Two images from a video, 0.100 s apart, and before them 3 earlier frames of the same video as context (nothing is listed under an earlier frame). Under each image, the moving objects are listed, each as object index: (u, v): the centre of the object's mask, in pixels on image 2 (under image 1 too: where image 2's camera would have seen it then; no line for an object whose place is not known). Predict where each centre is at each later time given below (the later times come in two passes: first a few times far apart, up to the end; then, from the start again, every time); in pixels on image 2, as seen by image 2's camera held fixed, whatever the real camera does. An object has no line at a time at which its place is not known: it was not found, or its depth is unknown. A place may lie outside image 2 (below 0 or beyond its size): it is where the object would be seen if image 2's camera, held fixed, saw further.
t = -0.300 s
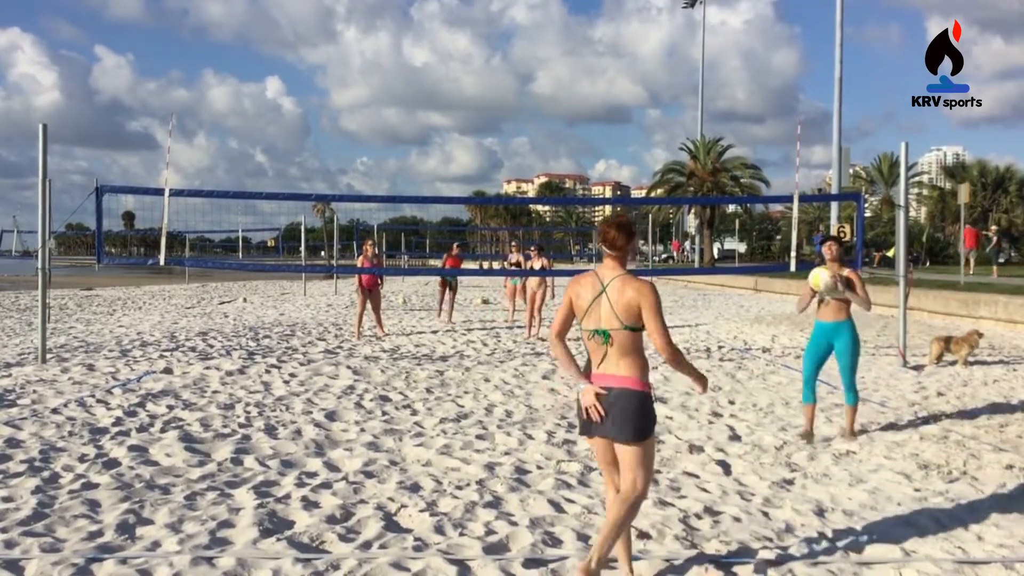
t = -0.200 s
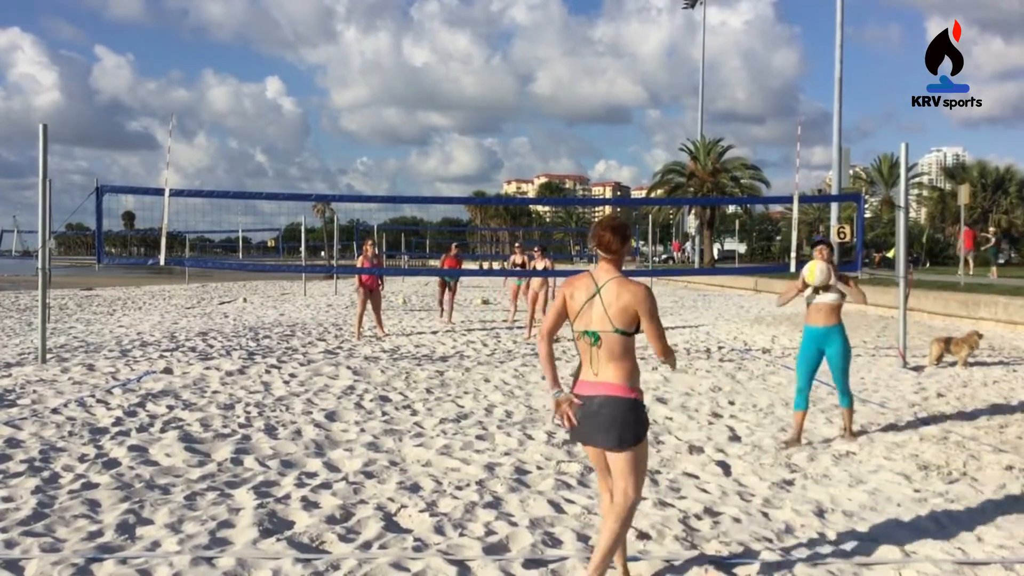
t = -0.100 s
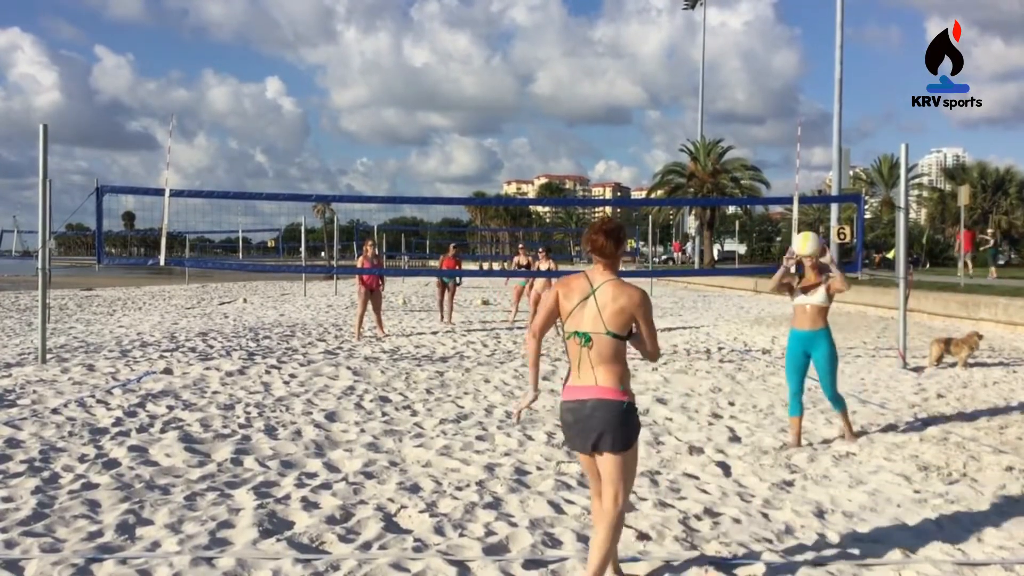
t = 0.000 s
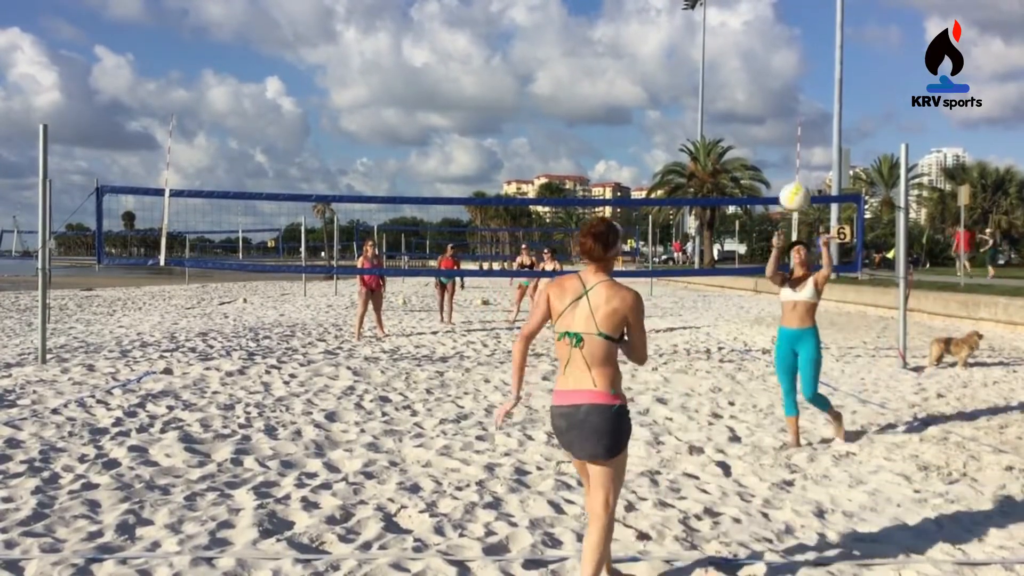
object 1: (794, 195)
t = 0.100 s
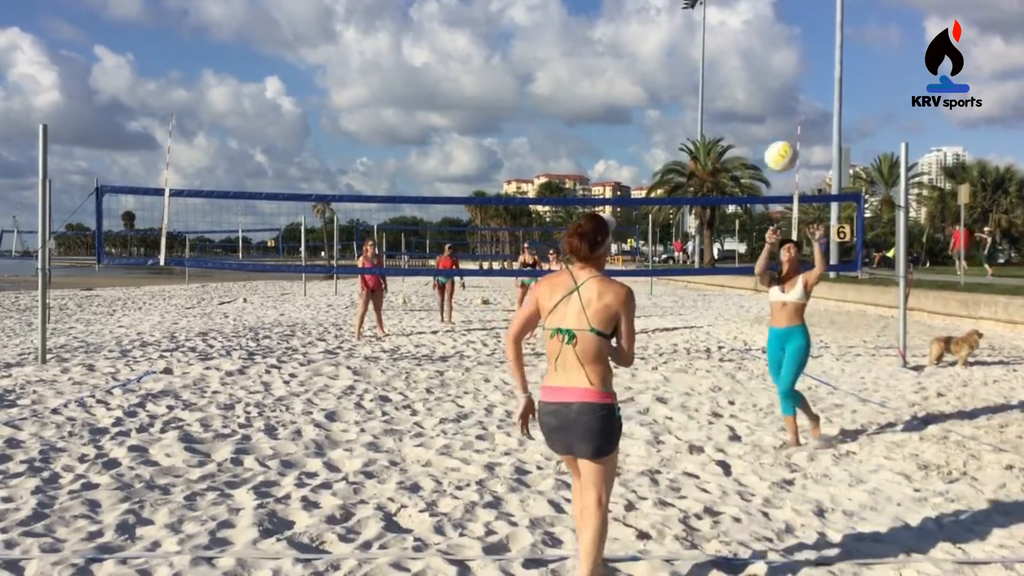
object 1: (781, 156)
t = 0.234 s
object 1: (759, 120)
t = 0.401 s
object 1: (724, 111)
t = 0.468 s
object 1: (708, 121)
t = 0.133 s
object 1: (776, 145)
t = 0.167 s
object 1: (770, 136)
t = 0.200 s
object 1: (765, 127)
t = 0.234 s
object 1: (759, 120)
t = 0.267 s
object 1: (752, 115)
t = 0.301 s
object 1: (746, 111)
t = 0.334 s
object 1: (739, 109)
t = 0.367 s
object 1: (732, 109)
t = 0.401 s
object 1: (724, 111)
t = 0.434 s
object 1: (716, 115)
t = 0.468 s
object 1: (708, 121)
